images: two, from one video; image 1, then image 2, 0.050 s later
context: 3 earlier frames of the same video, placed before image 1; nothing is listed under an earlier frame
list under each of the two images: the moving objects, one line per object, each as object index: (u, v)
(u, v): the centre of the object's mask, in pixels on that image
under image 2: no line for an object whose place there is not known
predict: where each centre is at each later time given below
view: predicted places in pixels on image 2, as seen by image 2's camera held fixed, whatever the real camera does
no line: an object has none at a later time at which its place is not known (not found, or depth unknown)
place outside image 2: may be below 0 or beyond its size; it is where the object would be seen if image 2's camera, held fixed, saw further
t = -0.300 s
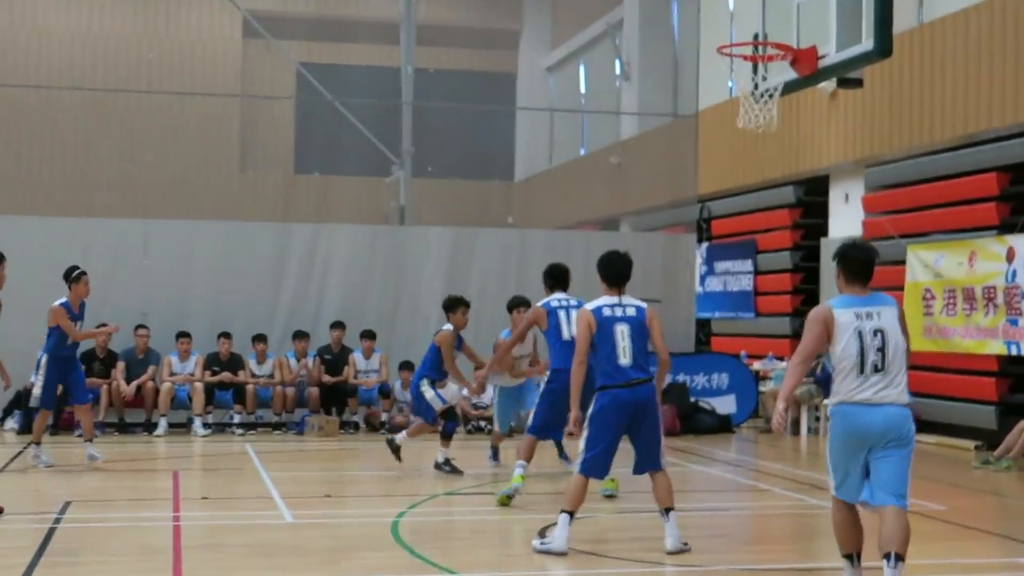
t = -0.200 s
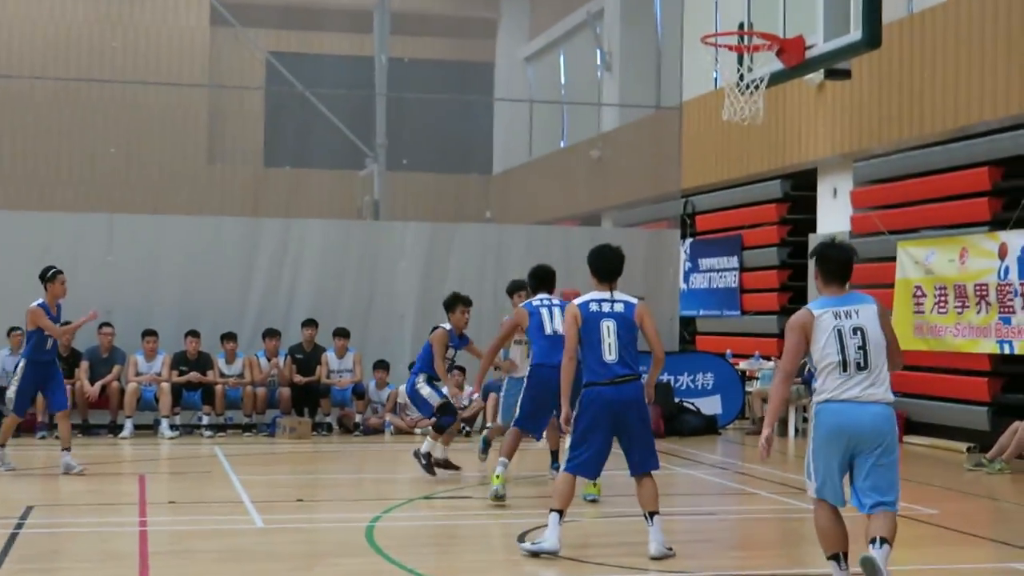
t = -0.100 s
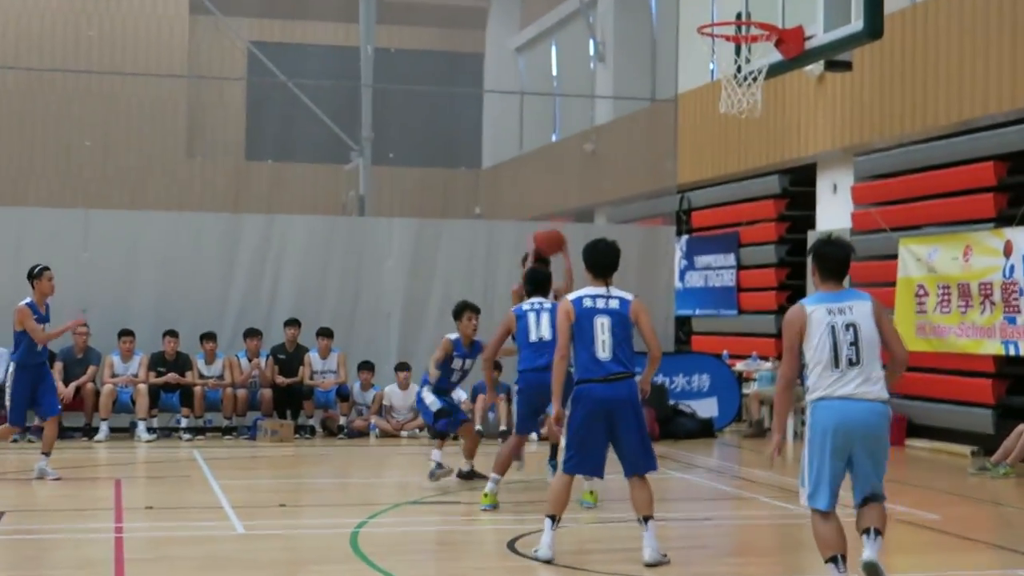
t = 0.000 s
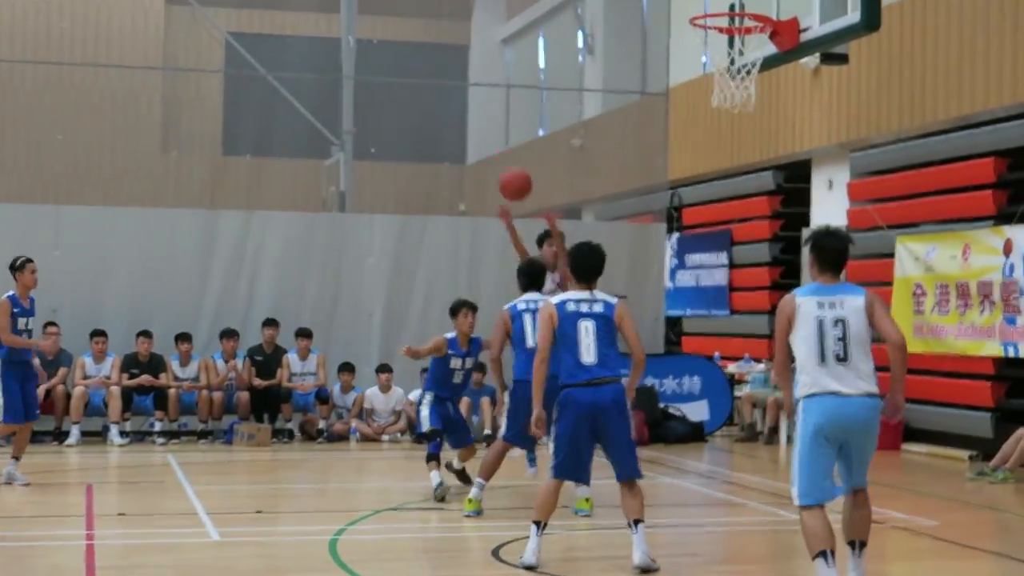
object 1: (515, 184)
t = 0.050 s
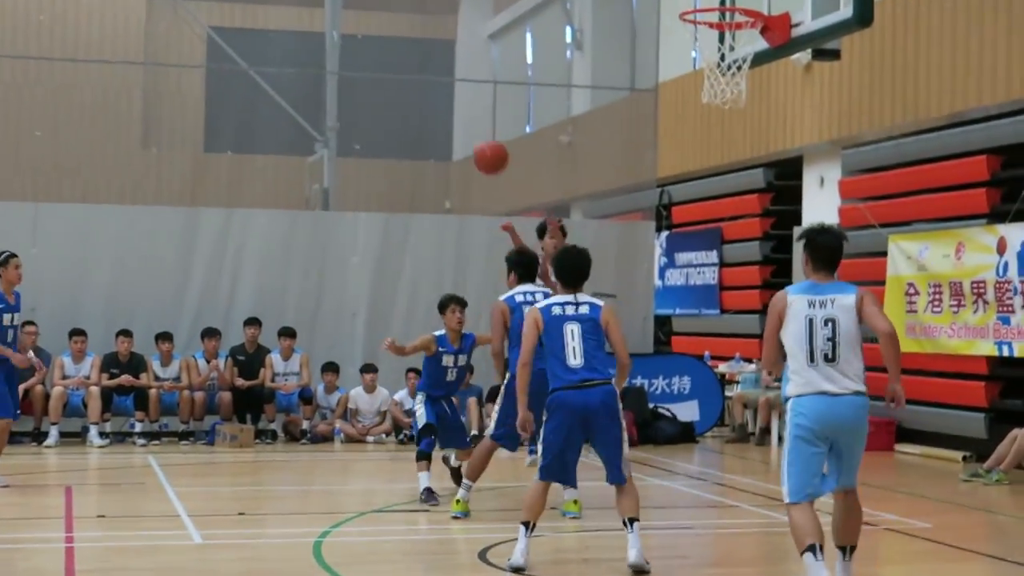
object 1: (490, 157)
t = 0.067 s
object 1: (487, 148)
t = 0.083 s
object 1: (482, 141)
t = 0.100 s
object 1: (478, 134)
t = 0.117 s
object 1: (473, 126)
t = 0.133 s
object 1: (469, 119)
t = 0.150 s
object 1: (464, 112)
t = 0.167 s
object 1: (459, 105)
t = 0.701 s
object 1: (171, 138)
